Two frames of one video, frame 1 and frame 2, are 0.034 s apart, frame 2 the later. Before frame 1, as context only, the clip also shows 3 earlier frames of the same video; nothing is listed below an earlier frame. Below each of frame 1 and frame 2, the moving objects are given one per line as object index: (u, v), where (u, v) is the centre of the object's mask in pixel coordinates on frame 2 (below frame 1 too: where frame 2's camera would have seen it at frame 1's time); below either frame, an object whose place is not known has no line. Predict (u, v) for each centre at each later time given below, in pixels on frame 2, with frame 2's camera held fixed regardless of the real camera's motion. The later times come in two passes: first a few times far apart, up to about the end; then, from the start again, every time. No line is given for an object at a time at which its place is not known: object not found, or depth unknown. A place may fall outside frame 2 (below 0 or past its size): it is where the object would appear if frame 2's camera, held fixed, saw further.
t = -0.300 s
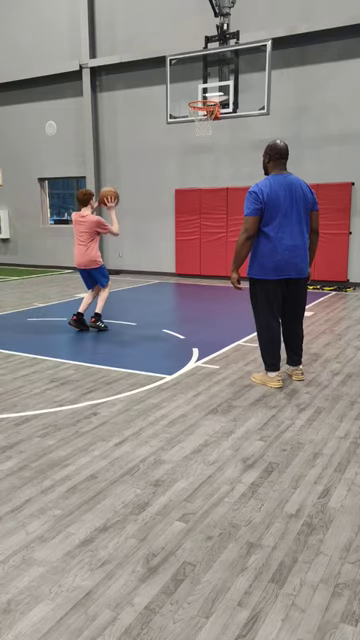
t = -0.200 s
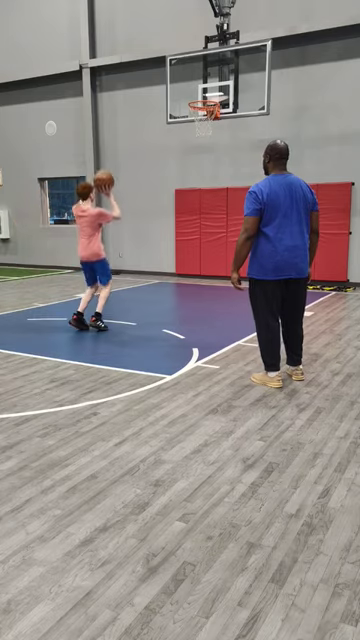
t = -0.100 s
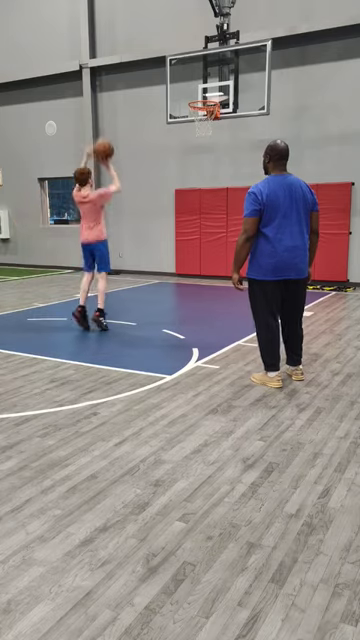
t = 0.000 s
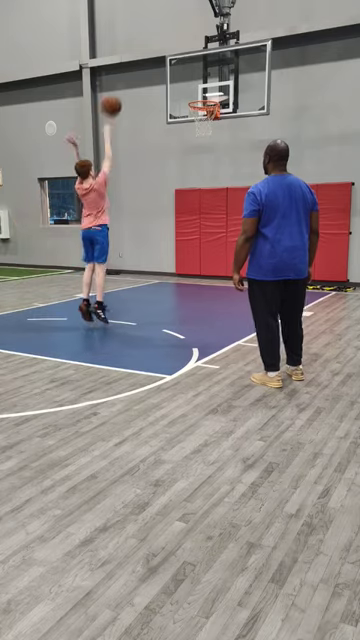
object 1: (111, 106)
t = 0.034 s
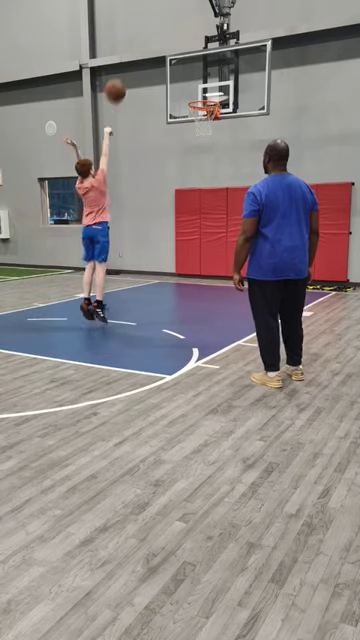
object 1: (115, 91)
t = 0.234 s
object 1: (139, 34)
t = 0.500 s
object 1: (168, 18)
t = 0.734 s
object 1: (190, 47)
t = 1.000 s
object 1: (206, 116)
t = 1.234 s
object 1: (191, 176)
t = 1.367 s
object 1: (184, 222)
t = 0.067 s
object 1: (119, 77)
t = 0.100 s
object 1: (123, 68)
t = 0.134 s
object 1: (127, 56)
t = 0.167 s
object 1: (132, 49)
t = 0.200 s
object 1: (135, 41)
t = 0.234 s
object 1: (139, 34)
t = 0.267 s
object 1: (143, 29)
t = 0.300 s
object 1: (147, 25)
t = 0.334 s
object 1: (151, 21)
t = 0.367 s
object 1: (154, 18)
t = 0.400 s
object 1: (158, 17)
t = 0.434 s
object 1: (161, 16)
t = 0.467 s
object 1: (165, 17)
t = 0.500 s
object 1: (168, 18)
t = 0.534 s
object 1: (172, 20)
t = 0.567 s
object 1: (174, 22)
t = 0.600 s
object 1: (178, 26)
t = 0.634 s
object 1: (181, 31)
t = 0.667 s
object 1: (184, 36)
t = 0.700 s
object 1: (187, 41)
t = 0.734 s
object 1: (190, 47)
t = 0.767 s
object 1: (192, 55)
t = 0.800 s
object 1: (195, 63)
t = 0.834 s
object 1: (199, 70)
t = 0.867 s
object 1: (200, 79)
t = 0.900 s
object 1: (202, 87)
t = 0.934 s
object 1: (205, 99)
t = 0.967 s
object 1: (208, 108)
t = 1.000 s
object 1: (206, 116)
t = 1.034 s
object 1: (203, 125)
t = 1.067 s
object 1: (202, 131)
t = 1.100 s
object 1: (199, 139)
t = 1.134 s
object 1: (197, 147)
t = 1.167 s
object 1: (195, 156)
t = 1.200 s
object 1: (193, 167)
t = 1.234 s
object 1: (191, 176)
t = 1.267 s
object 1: (189, 187)
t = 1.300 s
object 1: (188, 198)
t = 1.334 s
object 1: (185, 210)
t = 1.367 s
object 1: (184, 222)
